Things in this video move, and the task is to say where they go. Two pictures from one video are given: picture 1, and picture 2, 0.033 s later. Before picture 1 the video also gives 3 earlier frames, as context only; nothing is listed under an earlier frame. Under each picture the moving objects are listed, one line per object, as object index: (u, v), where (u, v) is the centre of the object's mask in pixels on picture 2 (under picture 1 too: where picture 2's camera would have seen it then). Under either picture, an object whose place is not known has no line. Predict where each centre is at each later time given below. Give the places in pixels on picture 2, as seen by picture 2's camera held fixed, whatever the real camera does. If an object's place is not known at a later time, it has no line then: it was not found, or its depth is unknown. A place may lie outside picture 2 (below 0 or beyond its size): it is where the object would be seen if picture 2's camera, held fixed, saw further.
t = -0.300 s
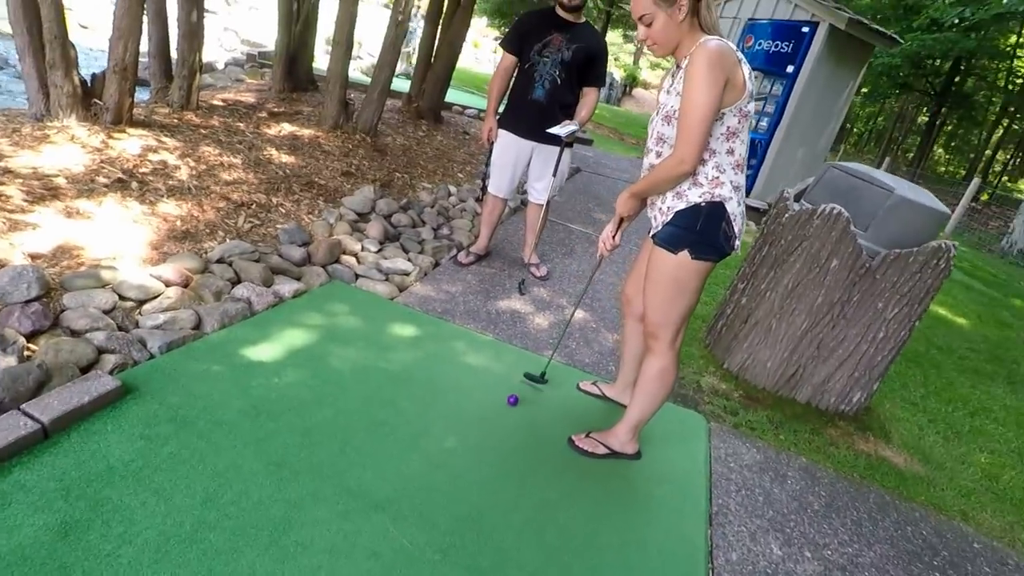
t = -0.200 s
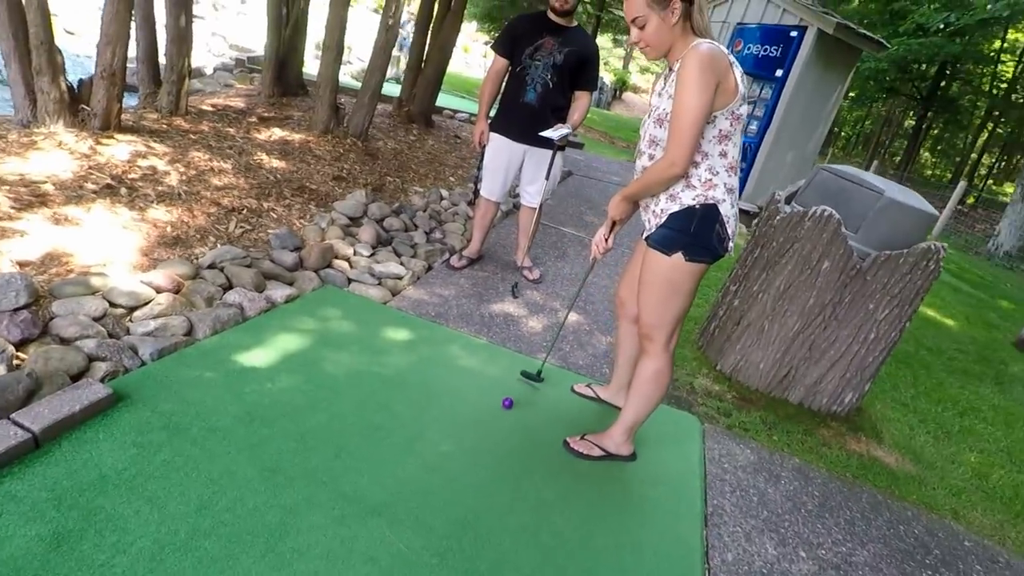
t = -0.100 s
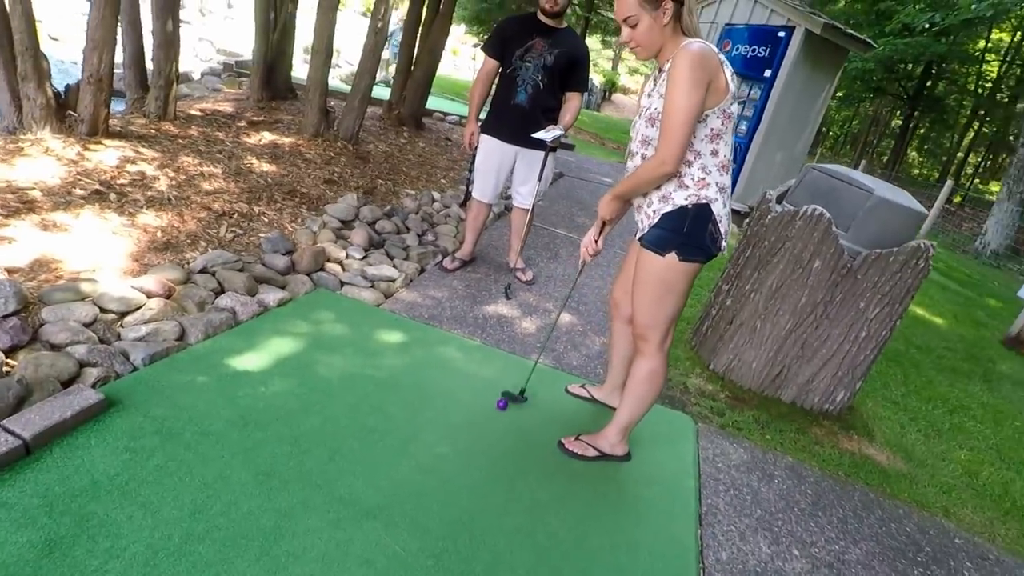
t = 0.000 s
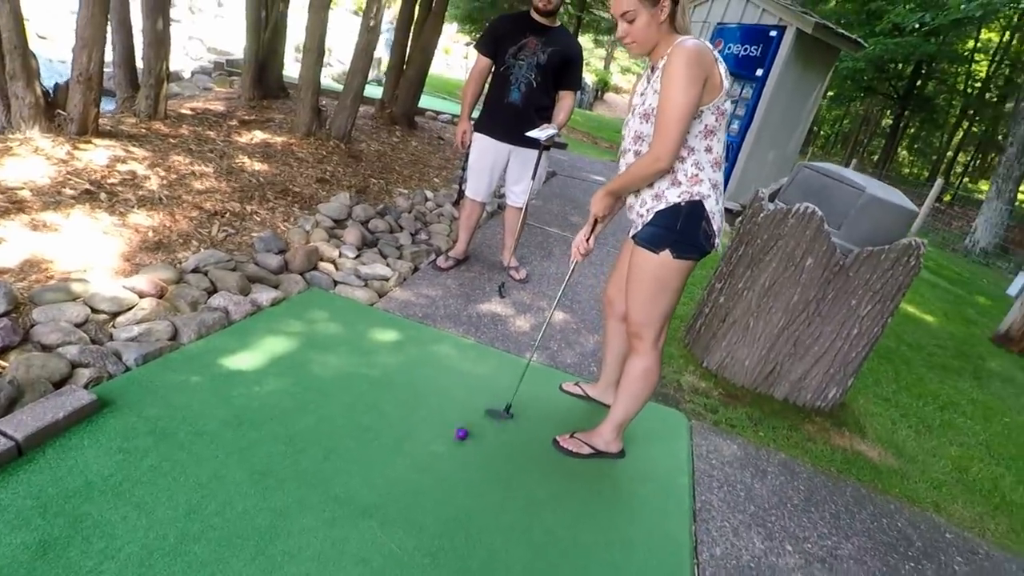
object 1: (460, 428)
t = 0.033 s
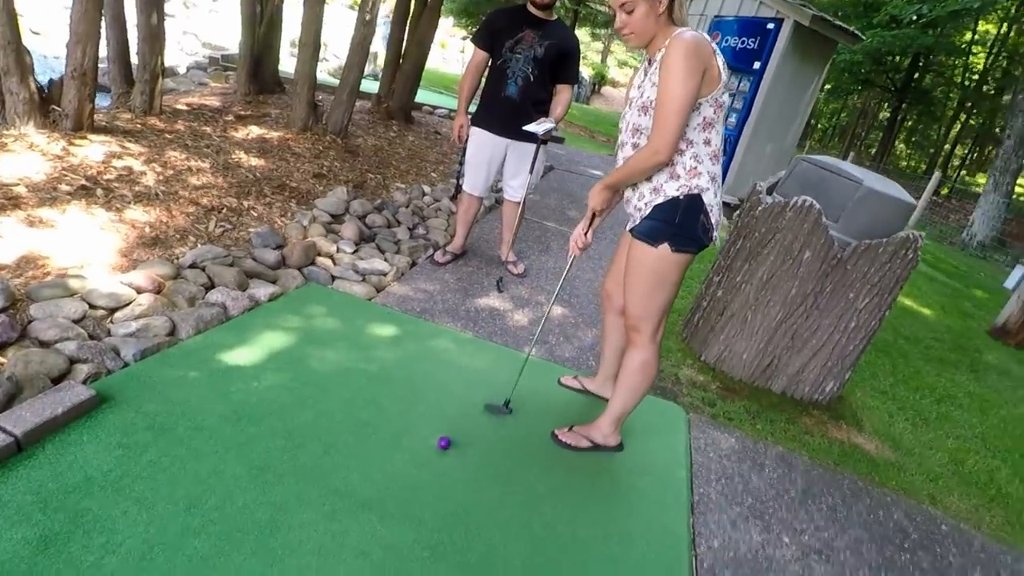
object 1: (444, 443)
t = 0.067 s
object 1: (427, 457)
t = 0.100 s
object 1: (409, 473)
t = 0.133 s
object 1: (389, 493)
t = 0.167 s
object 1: (370, 509)
